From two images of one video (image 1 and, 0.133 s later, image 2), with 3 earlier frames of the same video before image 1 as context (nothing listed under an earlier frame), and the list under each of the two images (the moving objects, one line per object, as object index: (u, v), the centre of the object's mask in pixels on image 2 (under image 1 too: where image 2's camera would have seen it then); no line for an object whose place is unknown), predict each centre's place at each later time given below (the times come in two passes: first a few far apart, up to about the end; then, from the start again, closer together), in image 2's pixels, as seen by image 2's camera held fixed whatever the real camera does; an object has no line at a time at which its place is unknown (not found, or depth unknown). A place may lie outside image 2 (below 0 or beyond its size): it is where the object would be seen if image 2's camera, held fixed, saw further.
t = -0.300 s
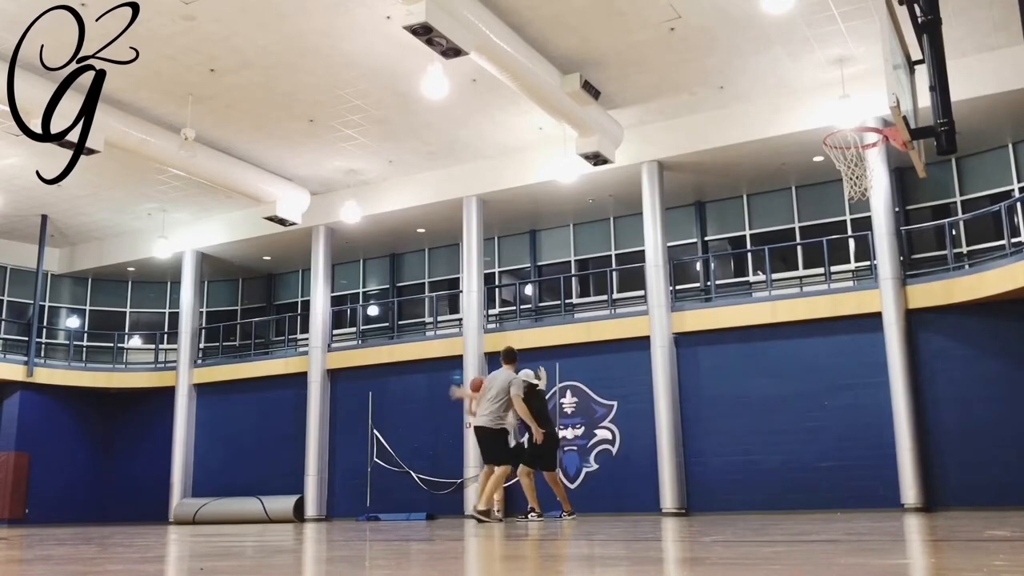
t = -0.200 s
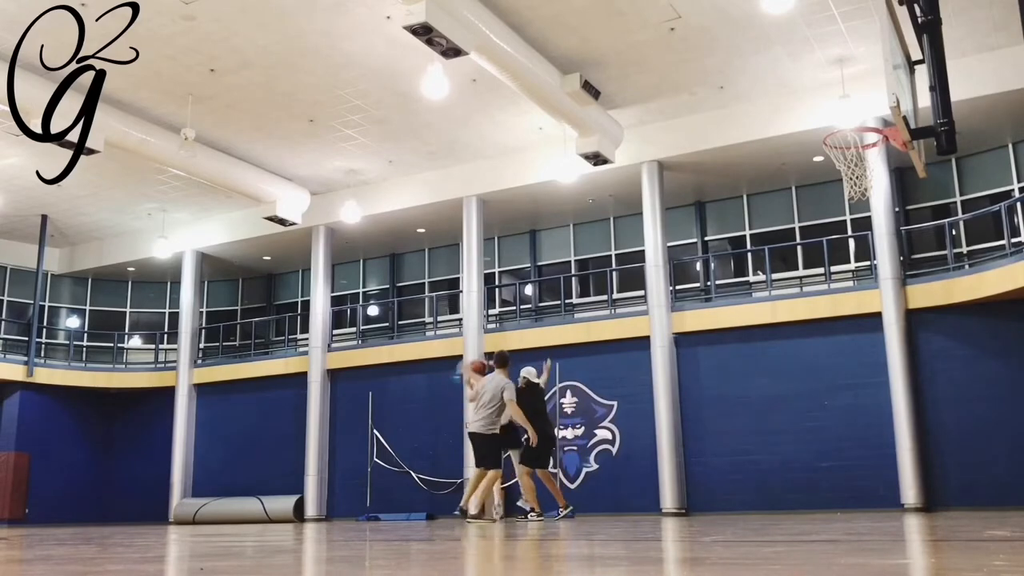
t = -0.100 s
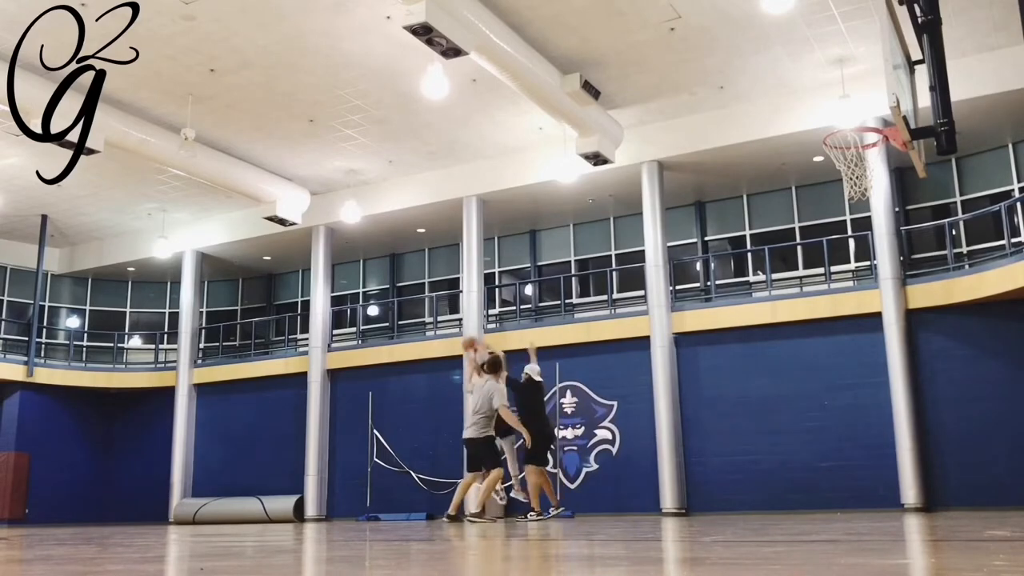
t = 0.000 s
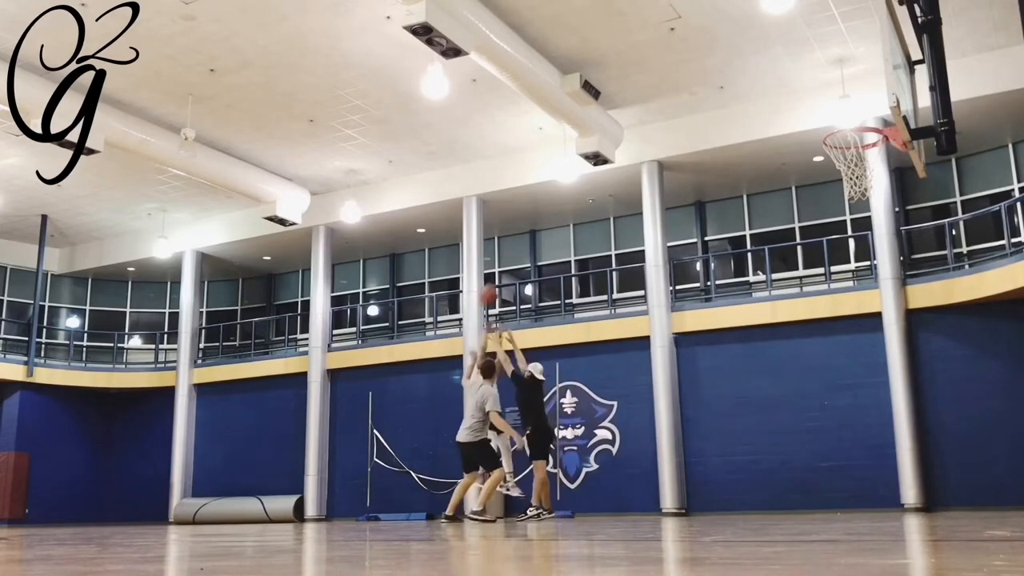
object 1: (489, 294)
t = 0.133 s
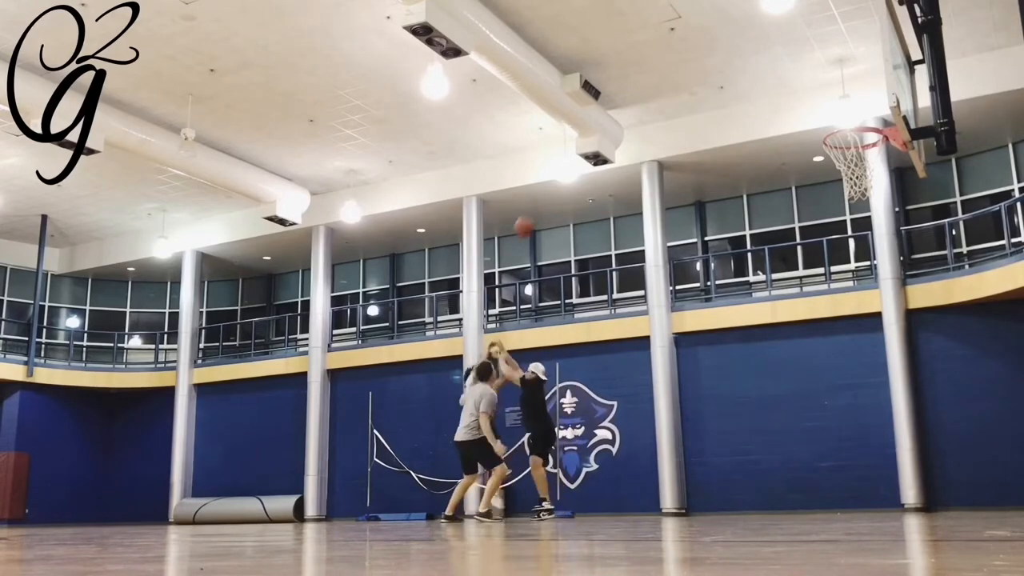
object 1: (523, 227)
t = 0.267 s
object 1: (560, 170)
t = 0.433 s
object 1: (614, 114)
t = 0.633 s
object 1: (684, 69)
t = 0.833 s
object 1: (768, 56)
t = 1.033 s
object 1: (872, 84)
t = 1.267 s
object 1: (857, 163)
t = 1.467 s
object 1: (877, 187)
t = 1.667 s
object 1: (895, 245)
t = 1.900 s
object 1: (928, 383)
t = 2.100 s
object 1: (944, 457)
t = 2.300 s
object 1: (924, 341)
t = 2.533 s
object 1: (909, 271)
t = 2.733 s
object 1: (902, 267)
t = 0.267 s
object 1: (560, 170)
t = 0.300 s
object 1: (571, 157)
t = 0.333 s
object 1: (581, 146)
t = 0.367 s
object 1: (592, 134)
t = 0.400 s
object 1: (602, 123)
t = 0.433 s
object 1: (614, 114)
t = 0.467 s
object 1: (624, 104)
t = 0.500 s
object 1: (636, 95)
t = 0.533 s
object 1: (647, 88)
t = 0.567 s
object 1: (659, 81)
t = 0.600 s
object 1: (671, 74)
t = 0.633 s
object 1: (684, 69)
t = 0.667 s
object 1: (697, 64)
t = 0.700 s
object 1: (710, 61)
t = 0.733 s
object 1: (724, 58)
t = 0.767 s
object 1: (738, 56)
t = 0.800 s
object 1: (753, 56)
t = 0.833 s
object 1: (768, 56)
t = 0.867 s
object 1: (784, 58)
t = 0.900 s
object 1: (800, 61)
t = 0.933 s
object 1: (817, 64)
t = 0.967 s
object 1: (835, 69)
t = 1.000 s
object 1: (853, 76)
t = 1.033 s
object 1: (872, 84)
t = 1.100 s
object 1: (869, 108)
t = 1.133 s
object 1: (856, 122)
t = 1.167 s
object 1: (838, 139)
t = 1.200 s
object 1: (844, 145)
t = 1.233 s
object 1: (851, 154)
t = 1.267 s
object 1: (857, 163)
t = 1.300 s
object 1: (865, 167)
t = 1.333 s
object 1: (869, 170)
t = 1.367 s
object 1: (867, 174)
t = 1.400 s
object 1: (870, 176)
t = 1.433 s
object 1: (874, 180)
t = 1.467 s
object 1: (877, 187)
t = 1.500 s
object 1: (879, 192)
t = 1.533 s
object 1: (882, 200)
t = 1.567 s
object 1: (884, 209)
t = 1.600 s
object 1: (888, 219)
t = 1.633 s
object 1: (892, 232)
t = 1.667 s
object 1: (895, 245)
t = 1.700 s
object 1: (899, 260)
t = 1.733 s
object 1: (904, 276)
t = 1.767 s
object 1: (908, 294)
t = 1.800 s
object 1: (914, 315)
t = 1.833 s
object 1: (918, 335)
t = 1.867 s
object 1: (922, 358)
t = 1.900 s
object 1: (928, 383)
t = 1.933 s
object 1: (933, 410)
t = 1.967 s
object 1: (939, 439)
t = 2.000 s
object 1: (945, 470)
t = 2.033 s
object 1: (951, 501)
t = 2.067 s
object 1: (948, 481)
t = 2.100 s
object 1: (944, 457)
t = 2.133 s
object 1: (940, 433)
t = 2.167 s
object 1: (937, 412)
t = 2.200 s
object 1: (933, 391)
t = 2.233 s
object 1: (930, 373)
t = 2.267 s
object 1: (927, 356)
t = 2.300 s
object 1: (924, 341)
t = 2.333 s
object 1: (921, 326)
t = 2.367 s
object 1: (920, 314)
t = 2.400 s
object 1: (918, 303)
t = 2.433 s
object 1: (914, 293)
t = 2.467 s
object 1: (912, 284)
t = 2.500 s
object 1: (912, 277)
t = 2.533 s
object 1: (909, 271)
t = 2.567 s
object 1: (907, 267)
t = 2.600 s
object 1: (906, 264)
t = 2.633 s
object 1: (905, 263)
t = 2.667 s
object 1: (904, 263)
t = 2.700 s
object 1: (903, 264)
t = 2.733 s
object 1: (902, 267)
